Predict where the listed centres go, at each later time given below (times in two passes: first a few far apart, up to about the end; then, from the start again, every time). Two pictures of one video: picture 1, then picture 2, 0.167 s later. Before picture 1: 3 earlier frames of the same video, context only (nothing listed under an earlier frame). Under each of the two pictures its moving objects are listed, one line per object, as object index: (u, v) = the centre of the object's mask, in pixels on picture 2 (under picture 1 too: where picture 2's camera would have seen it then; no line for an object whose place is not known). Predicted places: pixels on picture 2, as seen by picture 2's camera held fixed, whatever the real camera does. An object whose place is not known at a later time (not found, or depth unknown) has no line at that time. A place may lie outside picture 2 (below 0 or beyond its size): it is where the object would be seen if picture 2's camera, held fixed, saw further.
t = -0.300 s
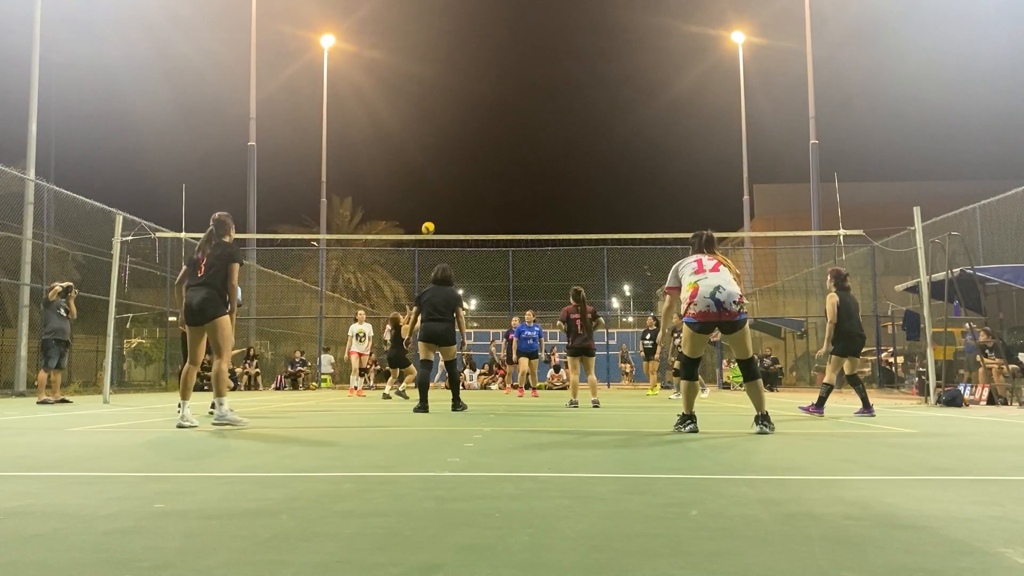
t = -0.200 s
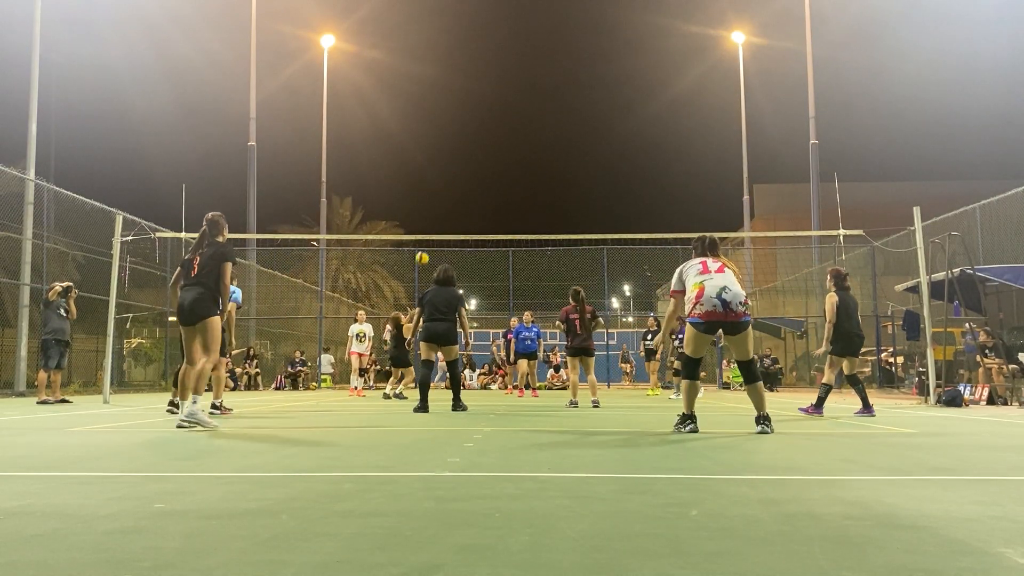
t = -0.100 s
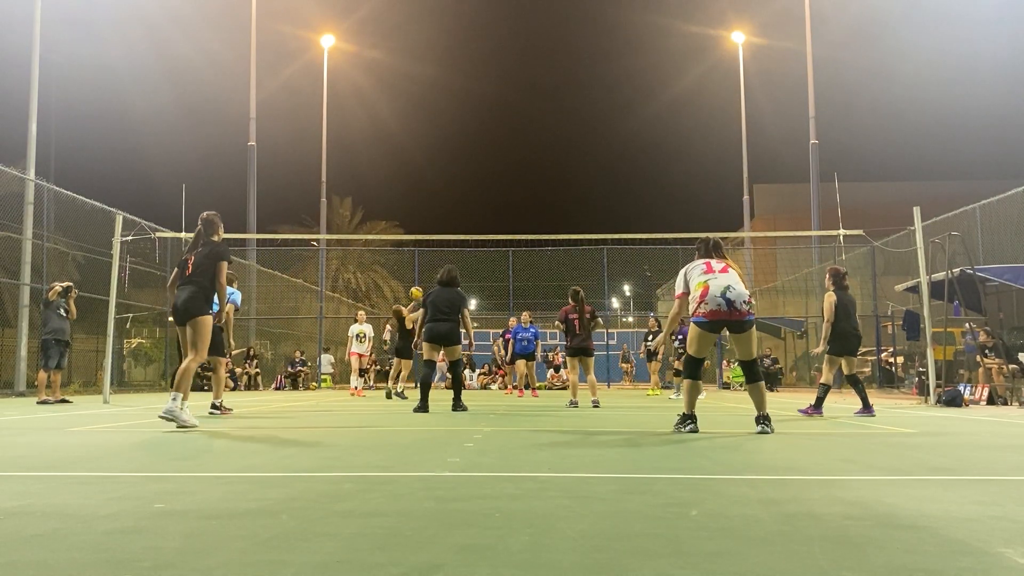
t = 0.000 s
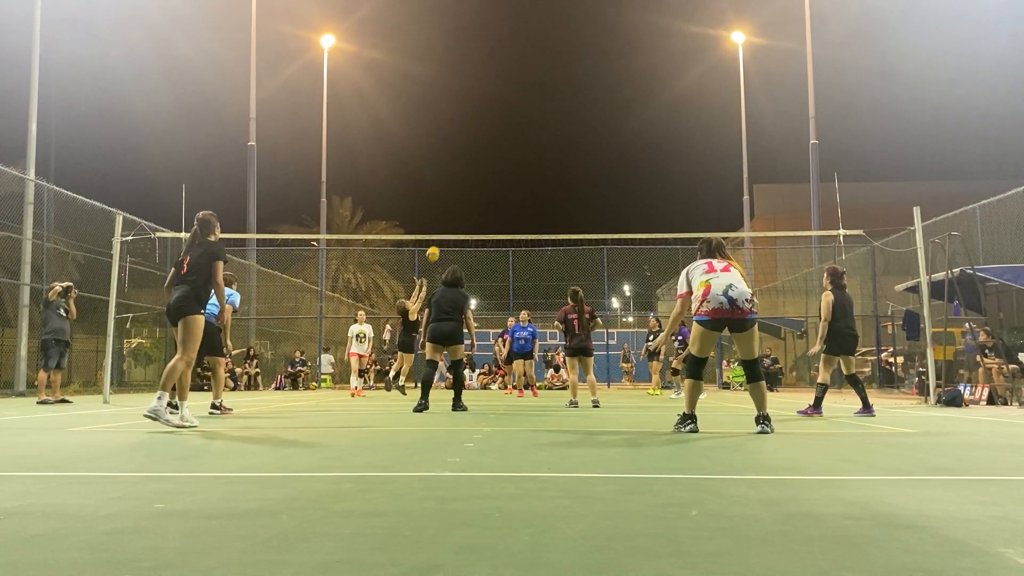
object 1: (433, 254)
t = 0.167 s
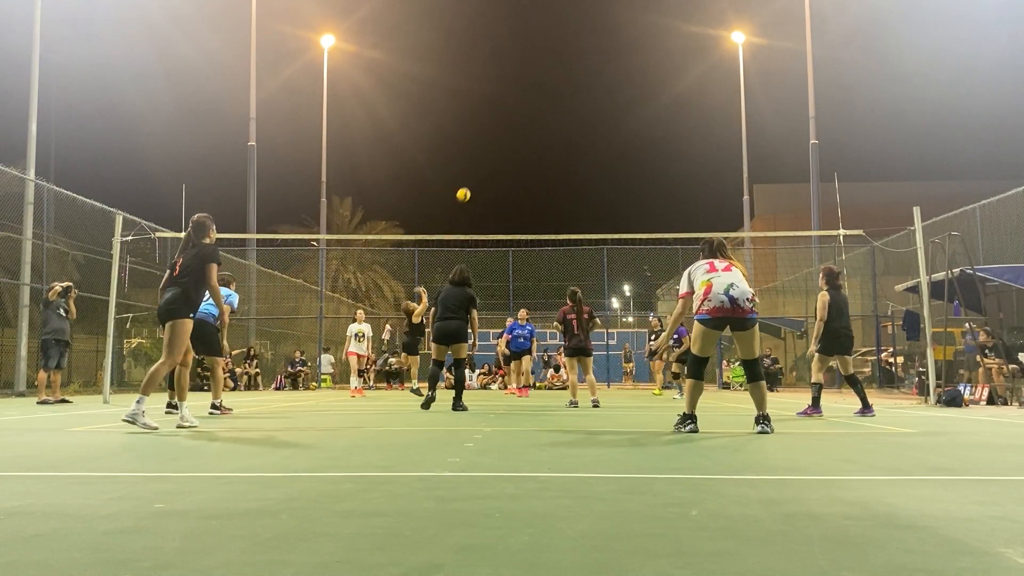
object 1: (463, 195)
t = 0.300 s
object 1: (487, 160)
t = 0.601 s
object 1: (538, 121)
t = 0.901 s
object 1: (590, 136)
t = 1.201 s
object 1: (642, 206)
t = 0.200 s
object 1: (469, 185)
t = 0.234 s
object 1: (475, 176)
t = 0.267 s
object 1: (481, 168)
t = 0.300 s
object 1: (487, 160)
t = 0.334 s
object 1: (492, 153)
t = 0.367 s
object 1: (498, 147)
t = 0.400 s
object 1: (504, 141)
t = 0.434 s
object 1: (510, 136)
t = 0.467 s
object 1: (515, 132)
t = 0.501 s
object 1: (521, 128)
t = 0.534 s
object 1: (527, 125)
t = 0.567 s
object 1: (533, 123)
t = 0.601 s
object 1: (538, 121)
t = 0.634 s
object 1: (544, 120)
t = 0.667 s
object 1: (550, 120)
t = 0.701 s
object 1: (555, 120)
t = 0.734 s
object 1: (561, 121)
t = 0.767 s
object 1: (567, 123)
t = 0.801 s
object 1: (572, 125)
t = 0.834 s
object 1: (578, 128)
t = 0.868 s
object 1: (584, 132)
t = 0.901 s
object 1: (590, 136)
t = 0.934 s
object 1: (596, 142)
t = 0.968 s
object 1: (601, 148)
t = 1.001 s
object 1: (607, 154)
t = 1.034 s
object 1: (613, 161)
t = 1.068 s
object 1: (619, 168)
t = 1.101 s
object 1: (624, 177)
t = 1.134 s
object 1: (630, 186)
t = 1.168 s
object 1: (636, 196)
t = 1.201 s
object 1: (642, 206)
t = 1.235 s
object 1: (648, 216)
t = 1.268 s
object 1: (654, 227)
